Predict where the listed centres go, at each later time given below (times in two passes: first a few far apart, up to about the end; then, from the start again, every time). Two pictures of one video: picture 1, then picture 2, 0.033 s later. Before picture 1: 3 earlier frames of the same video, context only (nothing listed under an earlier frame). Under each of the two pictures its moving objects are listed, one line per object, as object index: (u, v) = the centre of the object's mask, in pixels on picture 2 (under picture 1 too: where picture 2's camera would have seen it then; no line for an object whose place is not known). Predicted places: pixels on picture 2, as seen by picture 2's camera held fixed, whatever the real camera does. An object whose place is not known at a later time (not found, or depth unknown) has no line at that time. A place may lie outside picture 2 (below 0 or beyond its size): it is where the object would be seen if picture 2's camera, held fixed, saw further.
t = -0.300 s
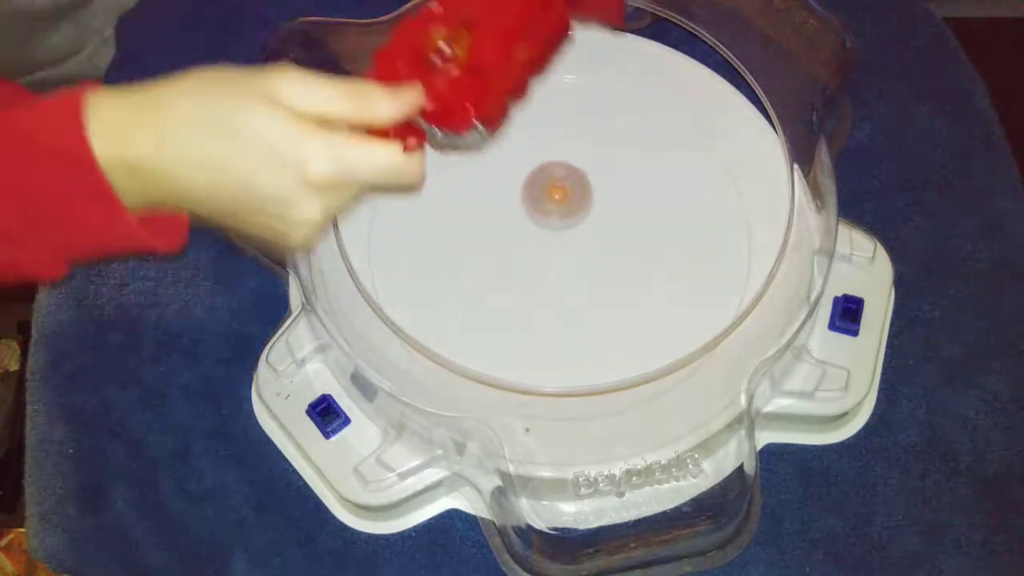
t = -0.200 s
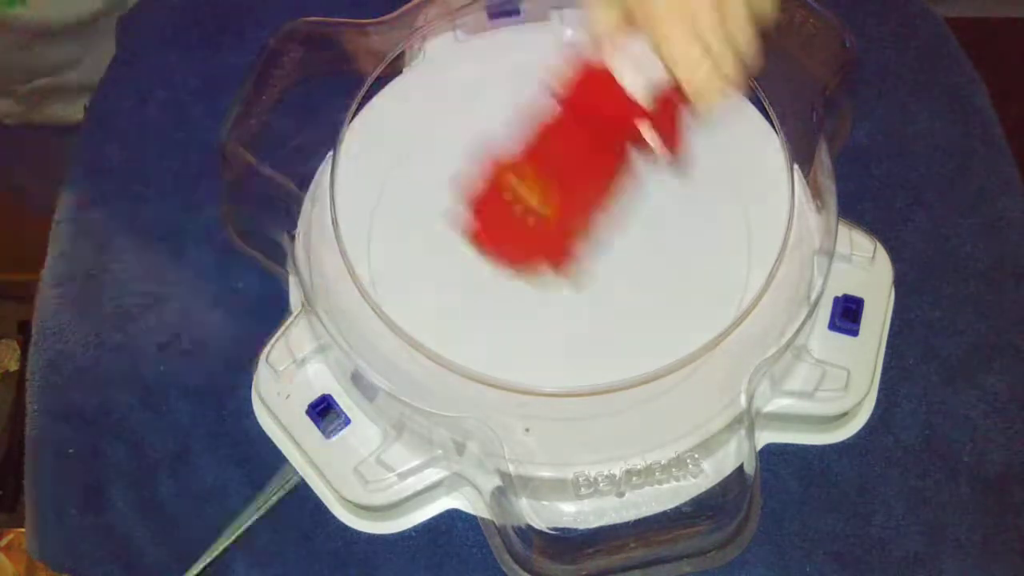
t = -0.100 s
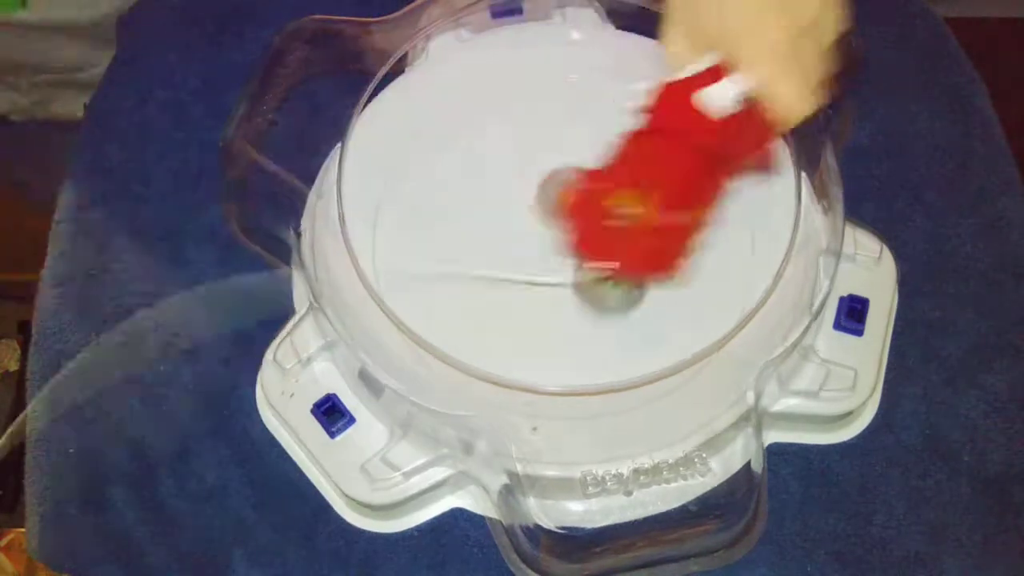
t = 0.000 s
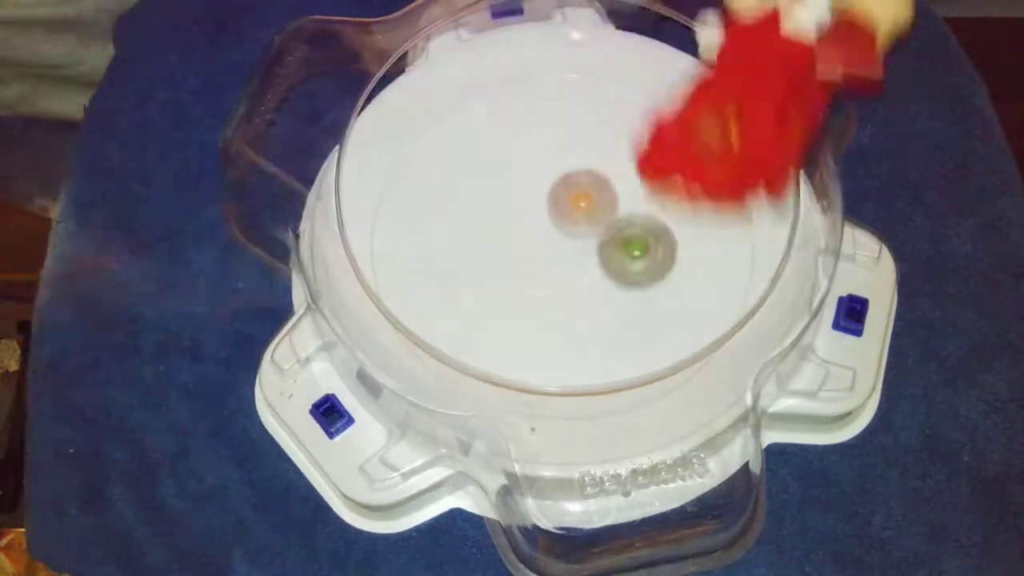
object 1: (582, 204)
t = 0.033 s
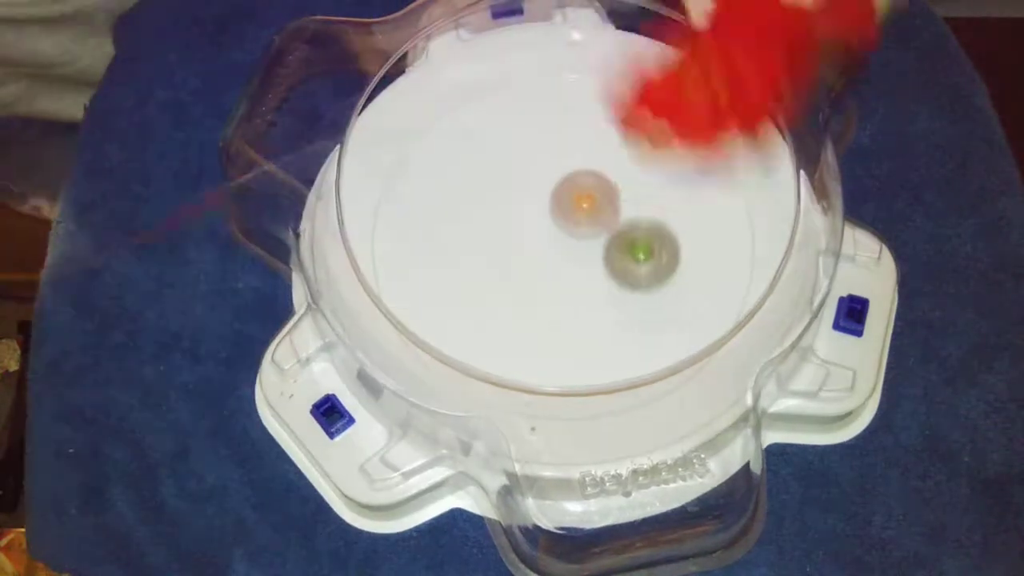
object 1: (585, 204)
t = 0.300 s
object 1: (564, 173)
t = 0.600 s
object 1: (546, 204)
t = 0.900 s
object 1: (493, 236)
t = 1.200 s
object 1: (491, 282)
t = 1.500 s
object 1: (459, 315)
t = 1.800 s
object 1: (500, 300)
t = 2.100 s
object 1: (545, 225)
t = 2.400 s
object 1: (516, 157)
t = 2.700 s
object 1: (496, 168)
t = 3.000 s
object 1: (544, 210)
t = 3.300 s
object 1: (619, 211)
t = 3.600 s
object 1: (666, 105)
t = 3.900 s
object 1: (610, 86)
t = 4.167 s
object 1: (570, 175)
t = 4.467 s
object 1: (569, 232)
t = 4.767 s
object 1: (567, 272)
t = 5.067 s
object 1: (555, 288)
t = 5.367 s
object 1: (538, 279)
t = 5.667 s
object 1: (528, 251)
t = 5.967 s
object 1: (528, 218)
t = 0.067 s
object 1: (587, 205)
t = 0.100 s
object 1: (589, 205)
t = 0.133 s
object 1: (589, 203)
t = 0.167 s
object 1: (581, 191)
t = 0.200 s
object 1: (574, 180)
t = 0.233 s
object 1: (569, 174)
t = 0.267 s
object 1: (566, 172)
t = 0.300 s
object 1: (564, 173)
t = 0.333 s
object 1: (563, 176)
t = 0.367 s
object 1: (562, 179)
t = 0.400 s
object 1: (561, 183)
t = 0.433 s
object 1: (561, 188)
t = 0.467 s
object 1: (560, 193)
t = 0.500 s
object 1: (560, 197)
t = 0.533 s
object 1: (560, 201)
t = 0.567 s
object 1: (558, 204)
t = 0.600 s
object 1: (546, 204)
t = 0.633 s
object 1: (537, 206)
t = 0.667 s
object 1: (531, 209)
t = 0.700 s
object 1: (528, 214)
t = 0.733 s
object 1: (526, 220)
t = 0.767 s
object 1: (526, 226)
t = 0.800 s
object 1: (527, 231)
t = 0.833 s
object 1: (527, 236)
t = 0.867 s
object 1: (509, 236)
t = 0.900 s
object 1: (493, 236)
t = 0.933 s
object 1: (482, 236)
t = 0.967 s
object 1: (476, 238)
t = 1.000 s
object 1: (475, 241)
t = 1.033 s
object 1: (475, 247)
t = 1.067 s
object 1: (477, 253)
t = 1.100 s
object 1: (480, 260)
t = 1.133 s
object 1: (484, 267)
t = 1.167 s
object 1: (487, 275)
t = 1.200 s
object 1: (491, 282)
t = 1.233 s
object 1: (495, 288)
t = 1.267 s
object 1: (501, 293)
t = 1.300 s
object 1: (508, 295)
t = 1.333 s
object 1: (514, 295)
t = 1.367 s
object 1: (521, 294)
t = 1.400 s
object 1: (526, 290)
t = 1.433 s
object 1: (506, 299)
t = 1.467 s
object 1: (479, 308)
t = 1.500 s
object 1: (459, 315)
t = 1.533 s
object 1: (446, 317)
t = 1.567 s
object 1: (440, 316)
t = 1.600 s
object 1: (439, 316)
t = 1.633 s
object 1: (443, 316)
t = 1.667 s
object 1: (451, 314)
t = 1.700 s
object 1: (462, 312)
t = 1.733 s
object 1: (475, 310)
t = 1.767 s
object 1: (488, 306)
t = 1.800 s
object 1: (500, 300)
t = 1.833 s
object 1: (511, 294)
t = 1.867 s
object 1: (520, 287)
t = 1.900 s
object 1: (529, 280)
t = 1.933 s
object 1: (537, 272)
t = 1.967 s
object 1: (542, 263)
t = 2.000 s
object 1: (545, 254)
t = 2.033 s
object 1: (547, 244)
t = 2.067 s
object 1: (546, 234)
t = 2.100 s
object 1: (545, 225)
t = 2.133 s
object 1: (544, 215)
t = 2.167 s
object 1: (541, 206)
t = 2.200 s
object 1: (538, 197)
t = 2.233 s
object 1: (535, 189)
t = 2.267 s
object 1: (532, 182)
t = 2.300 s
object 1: (528, 175)
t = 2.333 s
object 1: (524, 168)
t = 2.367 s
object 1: (520, 162)
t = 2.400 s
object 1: (516, 157)
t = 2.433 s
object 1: (511, 153)
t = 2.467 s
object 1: (507, 150)
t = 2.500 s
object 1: (503, 148)
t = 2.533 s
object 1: (499, 148)
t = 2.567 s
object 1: (495, 150)
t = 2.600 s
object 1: (492, 152)
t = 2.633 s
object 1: (491, 156)
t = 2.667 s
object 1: (492, 162)
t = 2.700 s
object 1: (496, 168)
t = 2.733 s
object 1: (500, 174)
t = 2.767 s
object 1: (506, 180)
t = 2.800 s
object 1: (512, 186)
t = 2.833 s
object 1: (518, 193)
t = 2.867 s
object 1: (523, 198)
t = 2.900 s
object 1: (527, 203)
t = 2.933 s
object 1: (531, 206)
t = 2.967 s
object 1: (537, 208)
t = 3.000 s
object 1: (544, 210)
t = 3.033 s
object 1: (553, 211)
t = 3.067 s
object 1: (563, 213)
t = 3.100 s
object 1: (572, 213)
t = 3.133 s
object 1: (581, 213)
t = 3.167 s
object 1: (590, 213)
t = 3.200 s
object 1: (599, 212)
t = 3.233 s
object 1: (606, 212)
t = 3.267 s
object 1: (613, 211)
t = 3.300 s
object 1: (619, 211)
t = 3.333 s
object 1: (623, 211)
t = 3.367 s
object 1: (626, 210)
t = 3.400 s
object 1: (626, 207)
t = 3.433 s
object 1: (629, 206)
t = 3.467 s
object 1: (630, 206)
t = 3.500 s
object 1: (630, 207)
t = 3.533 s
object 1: (637, 187)
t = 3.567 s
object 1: (654, 143)
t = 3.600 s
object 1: (666, 105)
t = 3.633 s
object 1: (662, 84)
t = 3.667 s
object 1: (653, 76)
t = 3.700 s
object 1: (643, 71)
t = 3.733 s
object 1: (636, 68)
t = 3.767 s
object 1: (630, 68)
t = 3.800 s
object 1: (625, 69)
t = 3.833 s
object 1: (622, 71)
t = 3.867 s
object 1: (617, 76)
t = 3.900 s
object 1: (610, 86)
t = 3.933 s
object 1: (604, 96)
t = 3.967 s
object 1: (597, 107)
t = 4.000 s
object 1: (590, 119)
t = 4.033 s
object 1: (584, 131)
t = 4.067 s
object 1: (579, 142)
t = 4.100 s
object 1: (575, 154)
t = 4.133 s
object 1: (572, 165)
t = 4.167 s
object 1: (570, 175)
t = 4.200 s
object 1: (568, 184)
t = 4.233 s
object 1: (568, 191)
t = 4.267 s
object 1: (568, 198)
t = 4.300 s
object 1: (567, 204)
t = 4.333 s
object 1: (568, 210)
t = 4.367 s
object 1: (568, 216)
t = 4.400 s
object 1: (569, 222)
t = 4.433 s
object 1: (569, 227)
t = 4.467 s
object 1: (569, 232)
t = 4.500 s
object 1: (569, 237)
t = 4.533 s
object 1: (570, 242)
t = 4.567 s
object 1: (570, 247)
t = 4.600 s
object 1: (570, 252)
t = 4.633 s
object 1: (570, 257)
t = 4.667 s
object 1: (569, 260)
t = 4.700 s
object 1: (569, 264)
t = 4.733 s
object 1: (568, 268)
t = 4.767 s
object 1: (567, 272)
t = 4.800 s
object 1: (566, 275)
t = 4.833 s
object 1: (565, 278)
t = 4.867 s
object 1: (563, 281)
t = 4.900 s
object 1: (562, 283)
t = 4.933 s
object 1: (561, 285)
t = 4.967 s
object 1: (559, 286)
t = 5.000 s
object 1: (558, 287)
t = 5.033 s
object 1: (557, 288)
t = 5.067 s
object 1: (555, 288)
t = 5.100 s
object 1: (553, 288)
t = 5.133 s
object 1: (551, 288)
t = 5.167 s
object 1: (549, 287)
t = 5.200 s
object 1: (547, 287)
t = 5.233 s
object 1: (545, 286)
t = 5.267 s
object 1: (543, 284)
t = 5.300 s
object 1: (542, 283)
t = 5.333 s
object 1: (540, 281)
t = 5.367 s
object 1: (538, 279)
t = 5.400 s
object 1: (537, 277)
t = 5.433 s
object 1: (536, 275)
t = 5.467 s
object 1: (534, 272)
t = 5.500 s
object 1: (533, 269)
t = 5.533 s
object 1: (532, 266)
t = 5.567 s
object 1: (530, 262)
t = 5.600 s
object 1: (529, 259)
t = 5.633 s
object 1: (528, 255)
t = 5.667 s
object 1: (528, 251)
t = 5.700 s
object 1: (527, 247)
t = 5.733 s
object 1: (526, 243)
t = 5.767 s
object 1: (526, 240)
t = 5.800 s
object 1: (526, 236)
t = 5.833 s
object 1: (526, 233)
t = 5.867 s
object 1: (526, 229)
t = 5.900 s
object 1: (527, 225)
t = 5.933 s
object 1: (528, 222)
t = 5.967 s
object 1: (528, 218)
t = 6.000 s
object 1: (530, 214)
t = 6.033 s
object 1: (531, 210)
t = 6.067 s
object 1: (532, 207)
